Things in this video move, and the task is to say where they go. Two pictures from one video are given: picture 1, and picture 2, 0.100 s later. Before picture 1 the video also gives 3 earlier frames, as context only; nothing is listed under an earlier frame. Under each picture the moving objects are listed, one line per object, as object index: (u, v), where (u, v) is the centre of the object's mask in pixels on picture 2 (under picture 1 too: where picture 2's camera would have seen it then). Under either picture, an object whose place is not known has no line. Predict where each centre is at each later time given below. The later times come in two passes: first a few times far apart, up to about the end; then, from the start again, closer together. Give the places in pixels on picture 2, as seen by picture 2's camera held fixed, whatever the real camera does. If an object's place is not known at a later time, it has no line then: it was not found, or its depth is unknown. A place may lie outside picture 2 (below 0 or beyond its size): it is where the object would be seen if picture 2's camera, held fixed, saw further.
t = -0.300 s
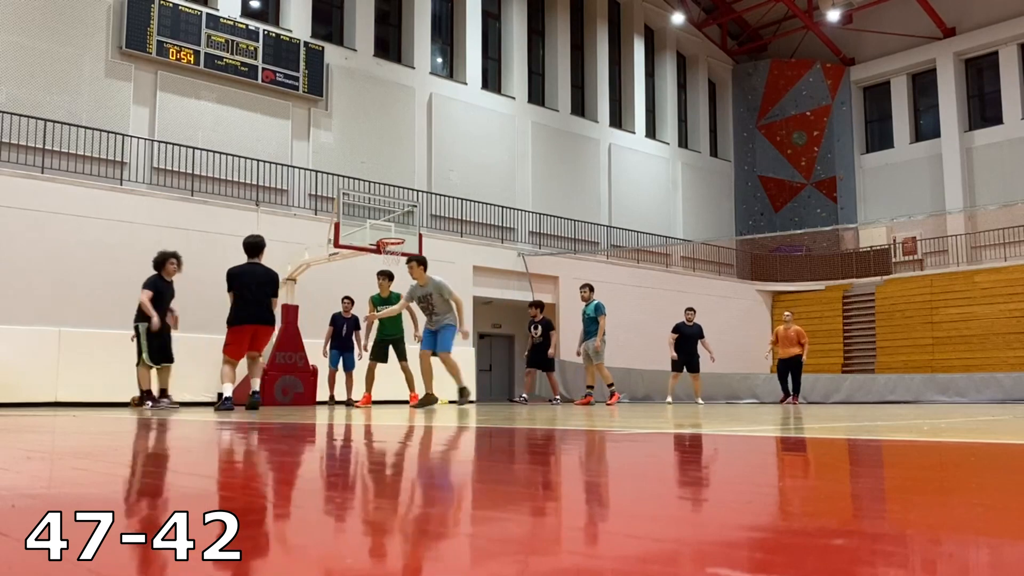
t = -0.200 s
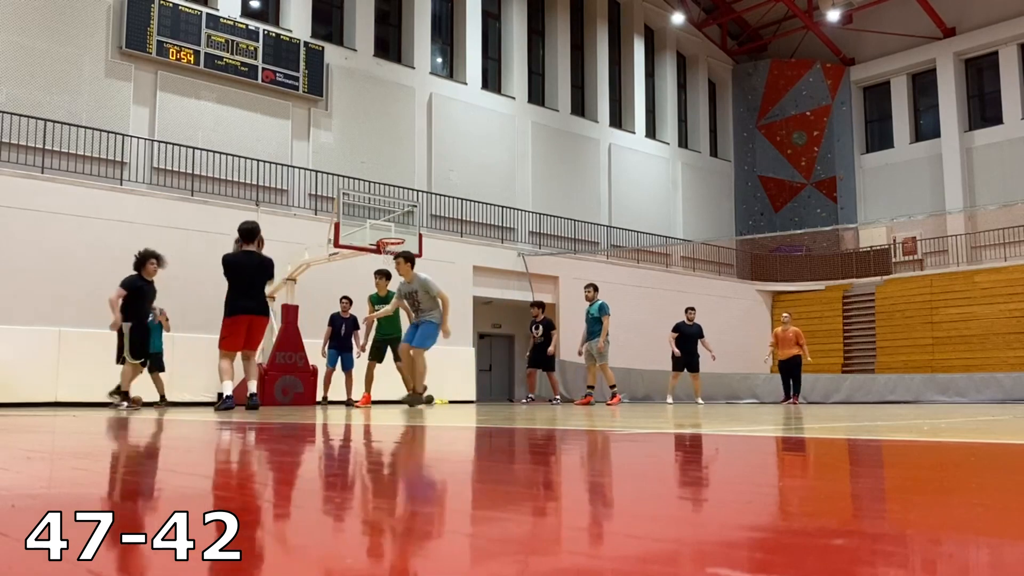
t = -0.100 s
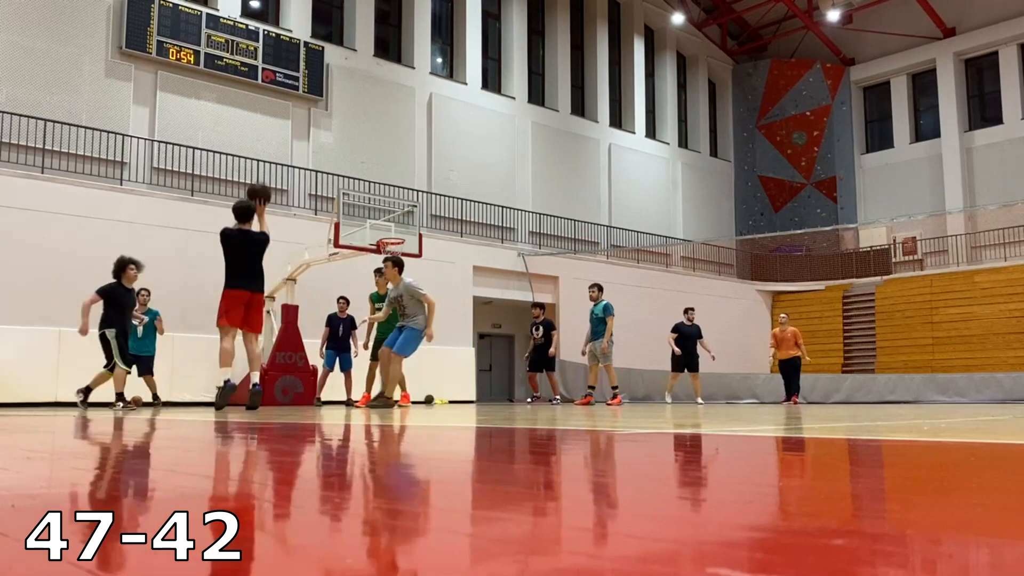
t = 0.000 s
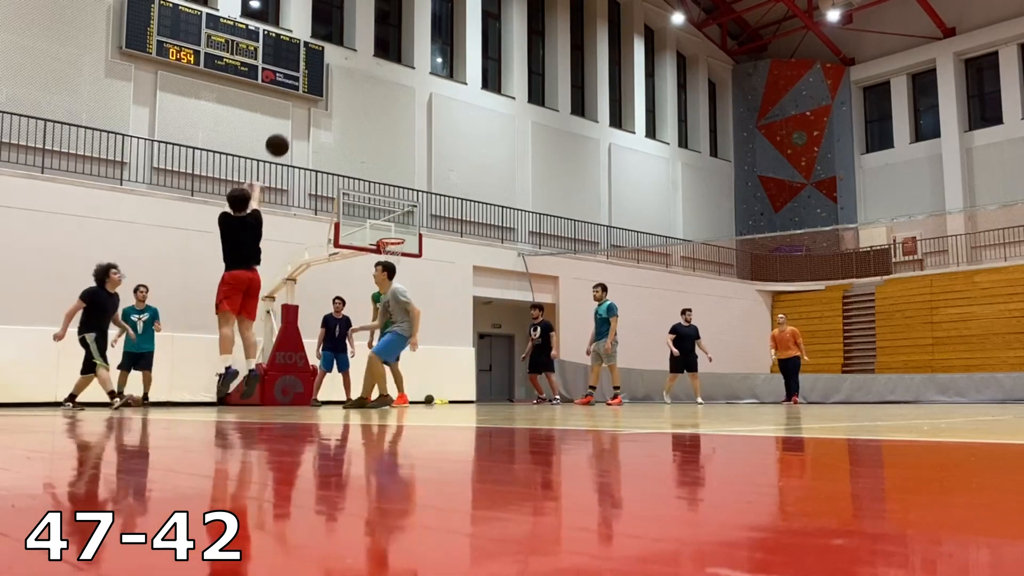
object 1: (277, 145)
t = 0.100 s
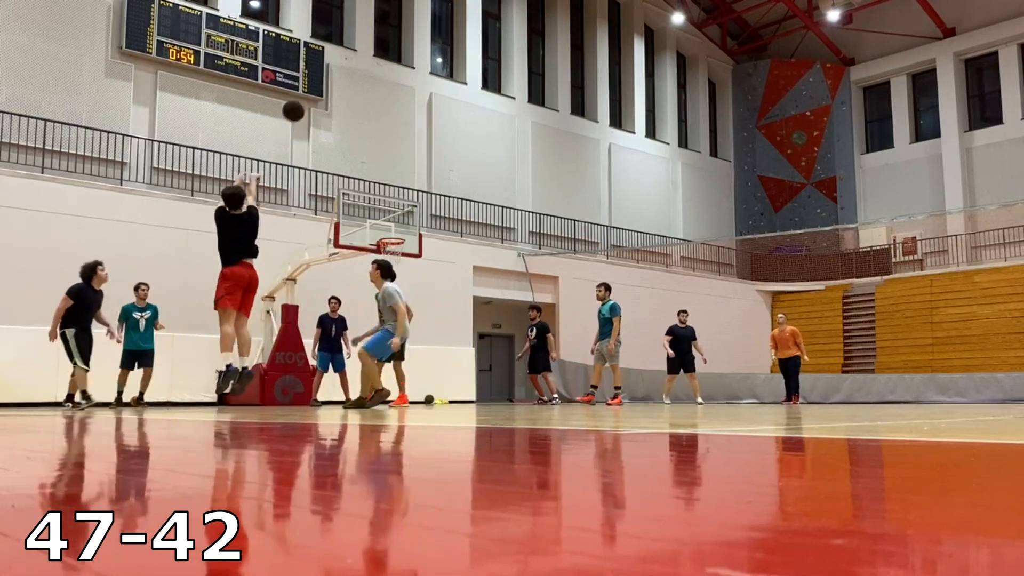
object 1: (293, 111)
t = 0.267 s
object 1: (317, 78)
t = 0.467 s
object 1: (339, 71)
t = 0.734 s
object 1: (364, 100)
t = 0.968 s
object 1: (381, 152)
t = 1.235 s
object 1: (397, 234)
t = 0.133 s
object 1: (298, 102)
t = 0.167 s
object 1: (303, 95)
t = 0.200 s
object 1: (307, 88)
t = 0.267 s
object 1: (317, 78)
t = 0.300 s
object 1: (321, 76)
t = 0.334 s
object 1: (325, 73)
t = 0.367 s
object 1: (329, 72)
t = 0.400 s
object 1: (332, 70)
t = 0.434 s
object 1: (336, 71)
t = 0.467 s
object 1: (339, 71)
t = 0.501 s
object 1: (343, 73)
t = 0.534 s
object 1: (346, 75)
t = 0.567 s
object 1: (349, 78)
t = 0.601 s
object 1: (352, 81)
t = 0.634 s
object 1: (355, 85)
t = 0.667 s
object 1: (358, 90)
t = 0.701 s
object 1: (361, 95)
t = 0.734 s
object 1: (364, 100)
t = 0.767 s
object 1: (366, 106)
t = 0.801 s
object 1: (369, 113)
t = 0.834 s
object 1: (372, 120)
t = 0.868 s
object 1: (374, 127)
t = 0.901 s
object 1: (376, 135)
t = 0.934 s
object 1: (379, 143)
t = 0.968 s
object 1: (381, 152)
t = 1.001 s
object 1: (383, 161)
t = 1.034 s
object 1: (385, 171)
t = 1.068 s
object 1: (388, 180)
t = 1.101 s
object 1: (389, 191)
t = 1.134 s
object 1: (391, 201)
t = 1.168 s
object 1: (393, 212)
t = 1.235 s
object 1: (397, 234)
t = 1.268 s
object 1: (394, 241)
